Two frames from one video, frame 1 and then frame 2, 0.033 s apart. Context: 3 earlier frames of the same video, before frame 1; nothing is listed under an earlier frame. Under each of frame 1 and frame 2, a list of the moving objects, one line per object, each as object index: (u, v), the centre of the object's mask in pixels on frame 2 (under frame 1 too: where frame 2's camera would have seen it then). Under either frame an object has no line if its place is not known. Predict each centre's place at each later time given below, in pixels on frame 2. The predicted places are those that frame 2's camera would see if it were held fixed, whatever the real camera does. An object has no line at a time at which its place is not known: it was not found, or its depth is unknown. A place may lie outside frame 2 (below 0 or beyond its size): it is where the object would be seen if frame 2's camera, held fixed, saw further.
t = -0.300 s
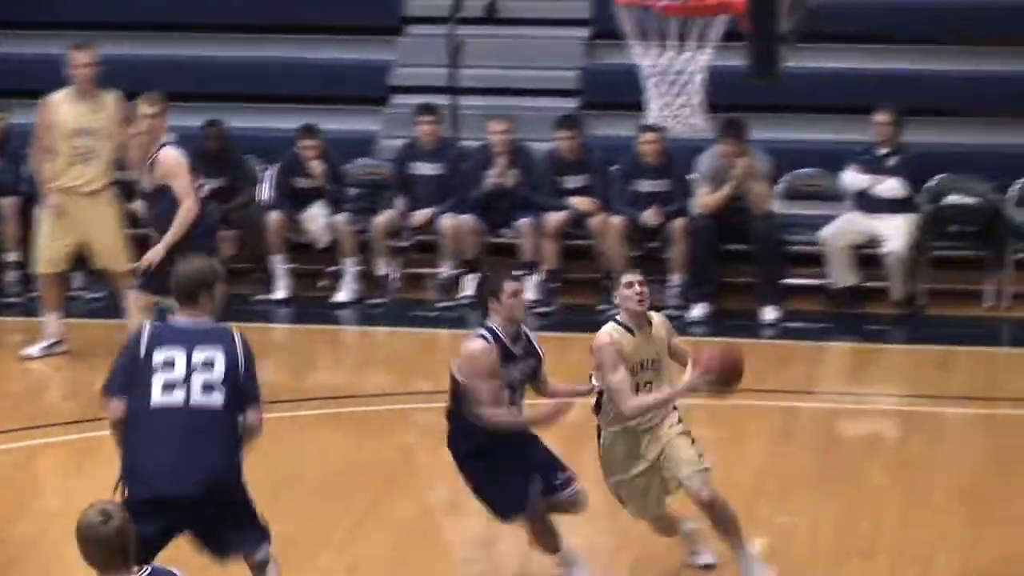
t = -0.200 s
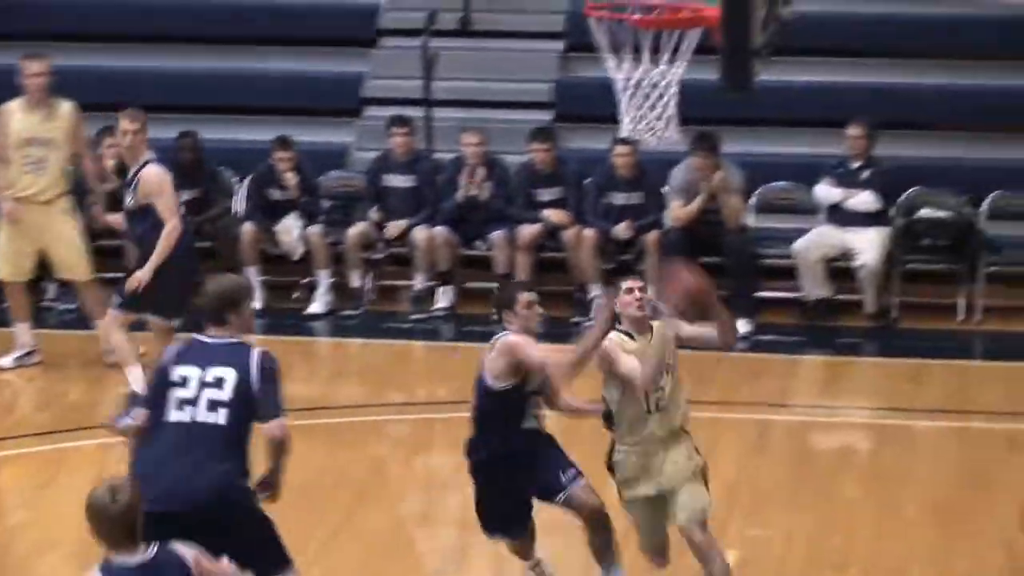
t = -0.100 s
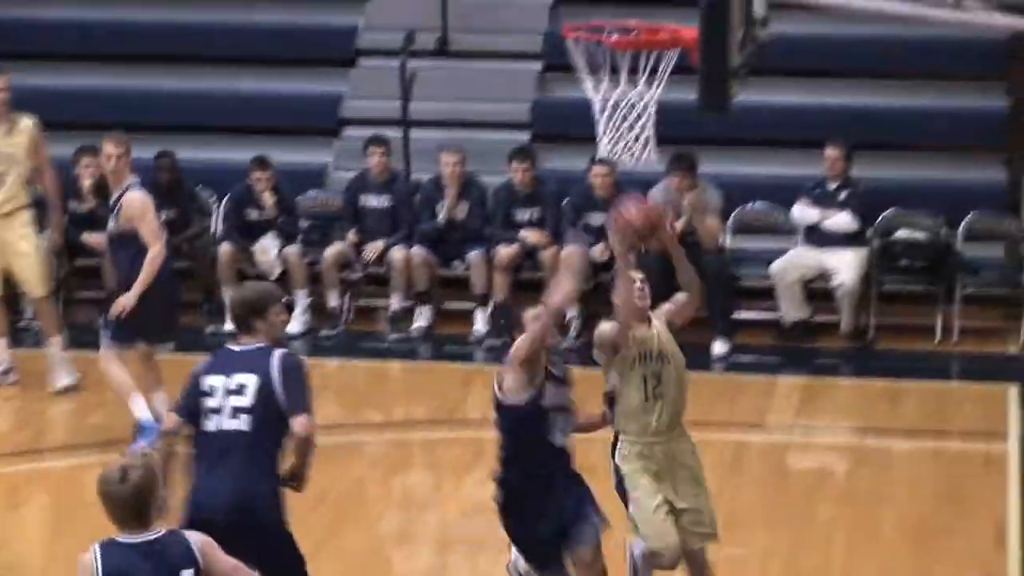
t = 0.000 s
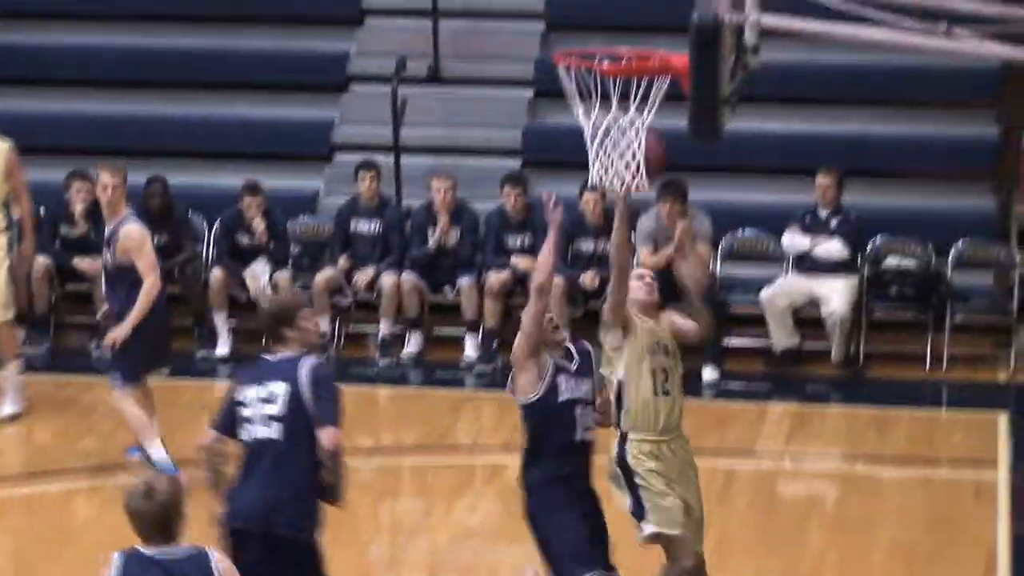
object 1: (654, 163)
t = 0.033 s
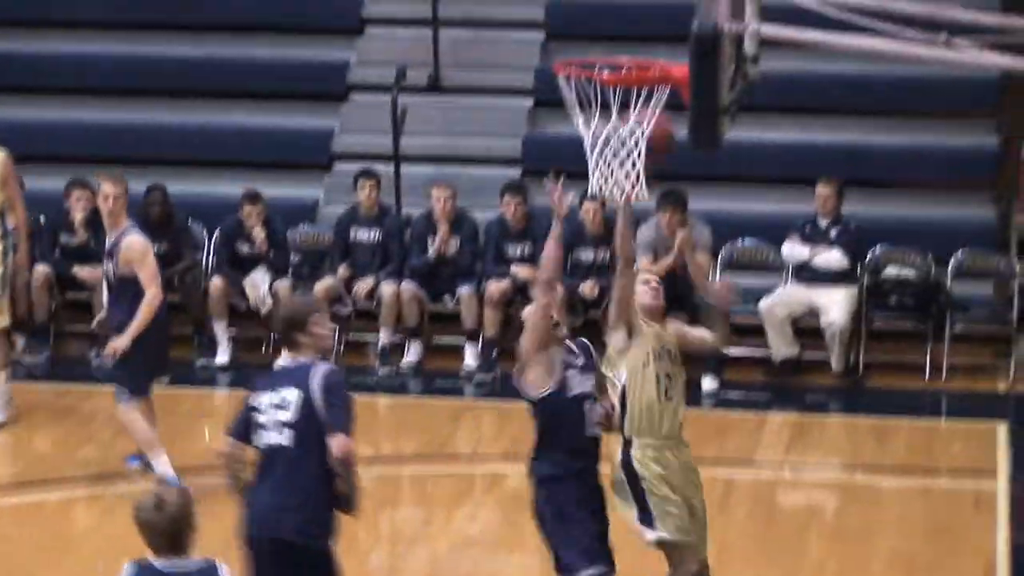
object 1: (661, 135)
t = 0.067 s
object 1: (664, 110)
